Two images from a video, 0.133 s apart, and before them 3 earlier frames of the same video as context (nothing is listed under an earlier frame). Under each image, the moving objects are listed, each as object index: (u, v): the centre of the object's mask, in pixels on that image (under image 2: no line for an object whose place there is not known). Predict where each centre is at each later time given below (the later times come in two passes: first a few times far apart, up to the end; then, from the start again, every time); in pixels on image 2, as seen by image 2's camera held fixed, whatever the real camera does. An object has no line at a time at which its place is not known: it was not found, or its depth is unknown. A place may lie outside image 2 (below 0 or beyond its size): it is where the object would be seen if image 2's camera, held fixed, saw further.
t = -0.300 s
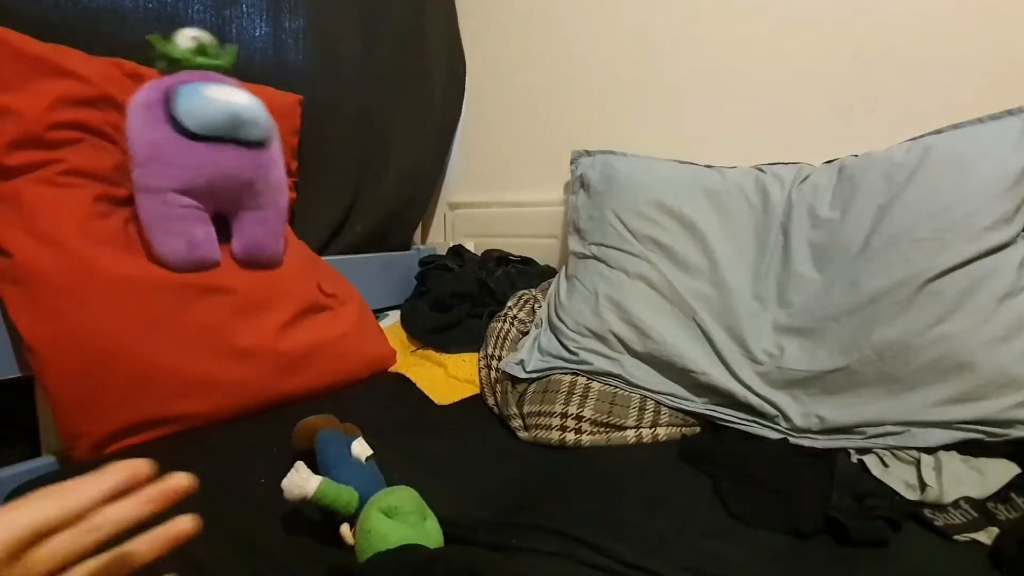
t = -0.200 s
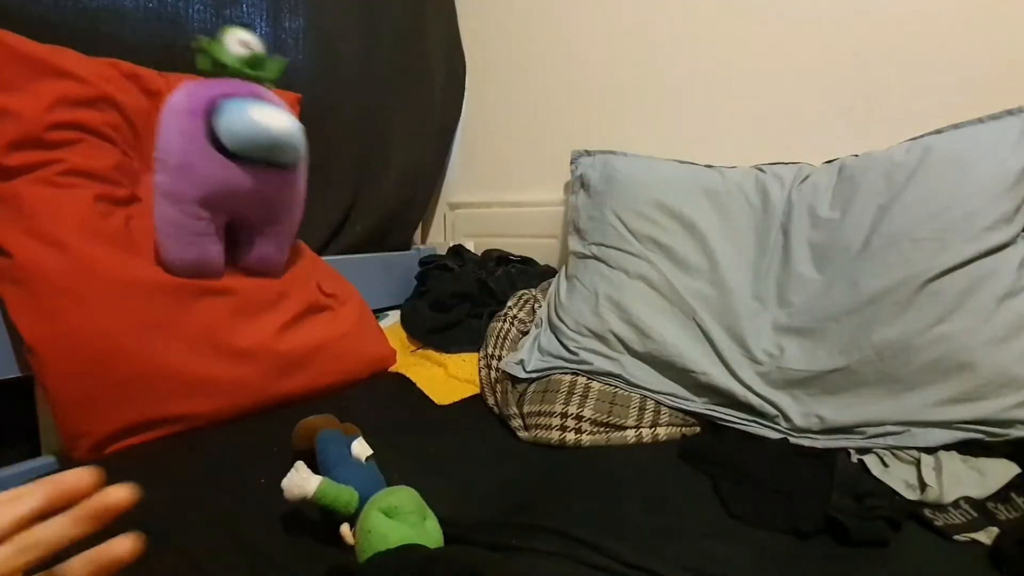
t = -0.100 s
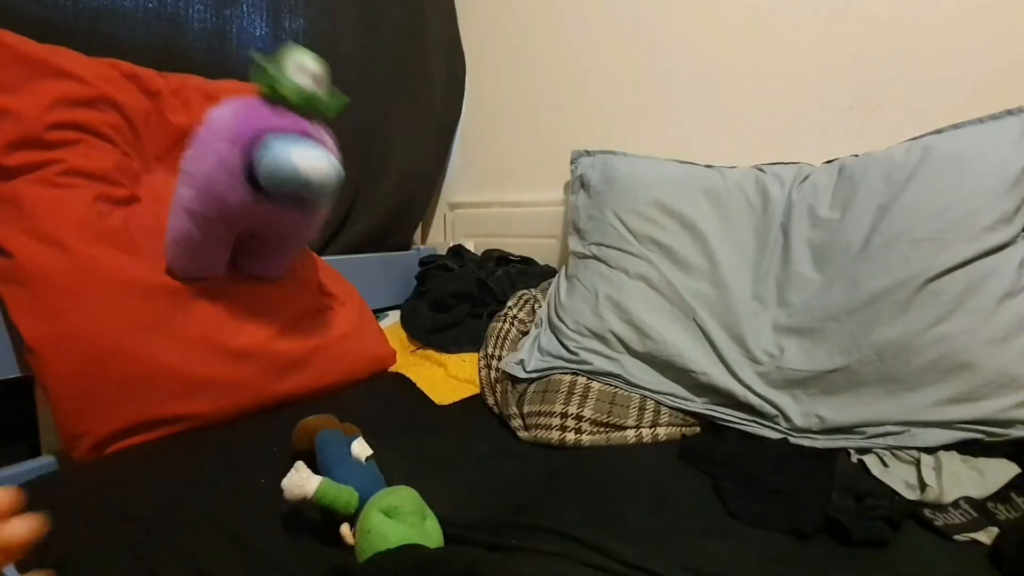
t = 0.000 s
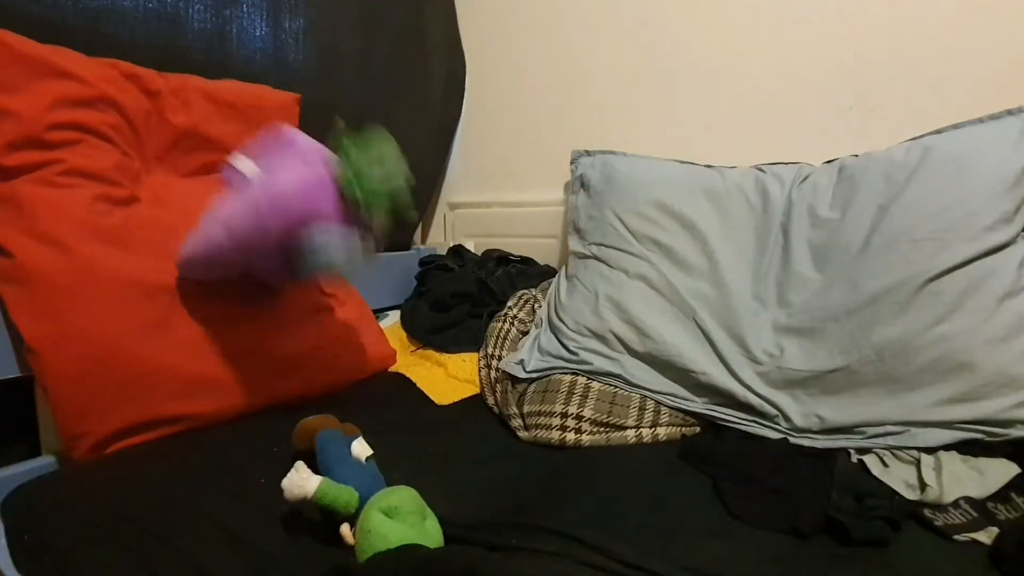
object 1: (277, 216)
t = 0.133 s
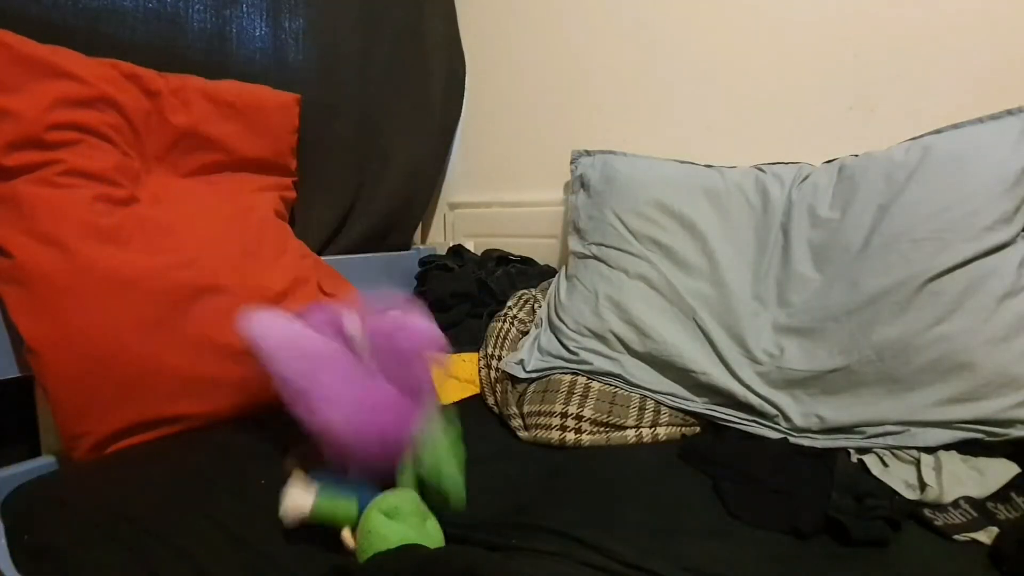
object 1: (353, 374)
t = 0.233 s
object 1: (468, 378)
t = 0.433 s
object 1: (640, 379)
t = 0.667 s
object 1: (663, 422)
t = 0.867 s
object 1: (676, 441)
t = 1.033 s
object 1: (734, 461)
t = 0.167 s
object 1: (382, 389)
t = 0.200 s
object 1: (430, 383)
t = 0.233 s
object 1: (468, 378)
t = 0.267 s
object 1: (515, 390)
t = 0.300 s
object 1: (561, 412)
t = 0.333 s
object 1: (601, 418)
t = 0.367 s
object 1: (621, 407)
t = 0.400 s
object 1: (629, 386)
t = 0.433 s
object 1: (640, 379)
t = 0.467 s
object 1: (649, 377)
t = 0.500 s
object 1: (656, 378)
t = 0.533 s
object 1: (662, 387)
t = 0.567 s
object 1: (667, 403)
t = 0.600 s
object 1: (675, 405)
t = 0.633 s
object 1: (675, 412)
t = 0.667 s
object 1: (663, 422)
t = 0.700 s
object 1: (653, 433)
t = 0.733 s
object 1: (647, 443)
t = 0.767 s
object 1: (648, 444)
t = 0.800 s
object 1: (655, 436)
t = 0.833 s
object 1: (666, 433)
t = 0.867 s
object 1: (676, 441)
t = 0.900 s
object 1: (688, 454)
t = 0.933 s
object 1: (701, 461)
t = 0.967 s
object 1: (716, 461)
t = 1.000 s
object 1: (727, 461)
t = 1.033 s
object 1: (734, 461)
